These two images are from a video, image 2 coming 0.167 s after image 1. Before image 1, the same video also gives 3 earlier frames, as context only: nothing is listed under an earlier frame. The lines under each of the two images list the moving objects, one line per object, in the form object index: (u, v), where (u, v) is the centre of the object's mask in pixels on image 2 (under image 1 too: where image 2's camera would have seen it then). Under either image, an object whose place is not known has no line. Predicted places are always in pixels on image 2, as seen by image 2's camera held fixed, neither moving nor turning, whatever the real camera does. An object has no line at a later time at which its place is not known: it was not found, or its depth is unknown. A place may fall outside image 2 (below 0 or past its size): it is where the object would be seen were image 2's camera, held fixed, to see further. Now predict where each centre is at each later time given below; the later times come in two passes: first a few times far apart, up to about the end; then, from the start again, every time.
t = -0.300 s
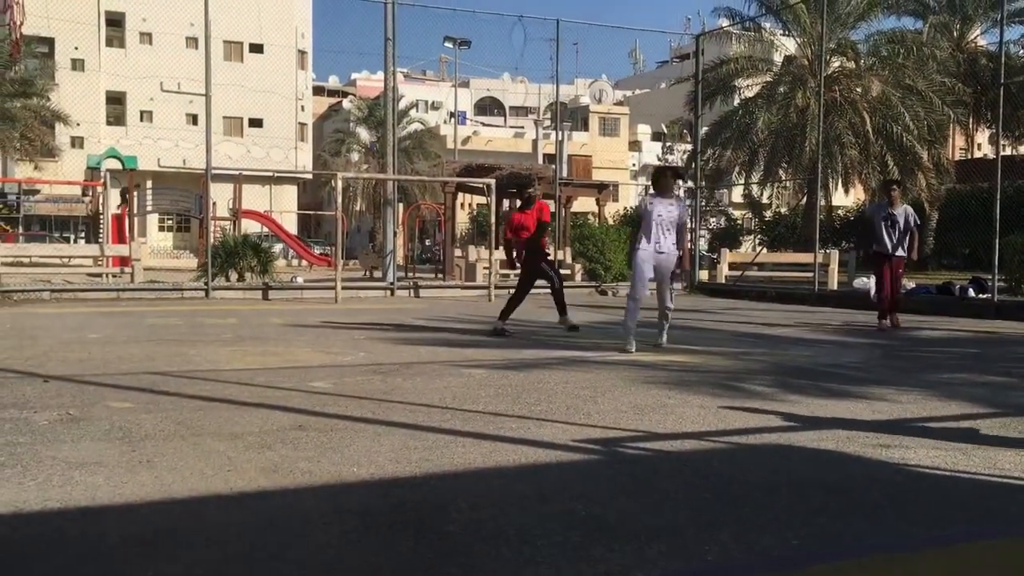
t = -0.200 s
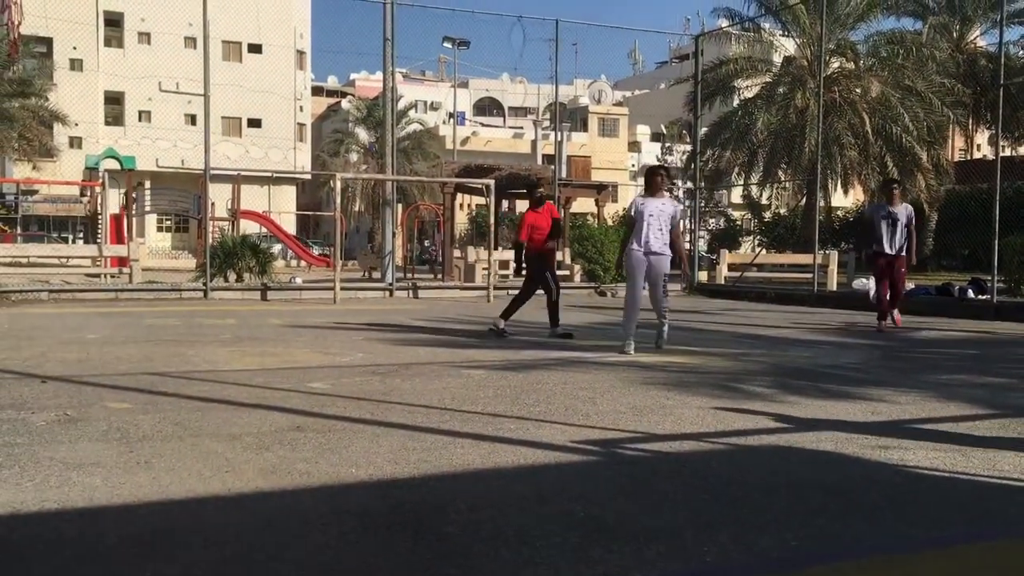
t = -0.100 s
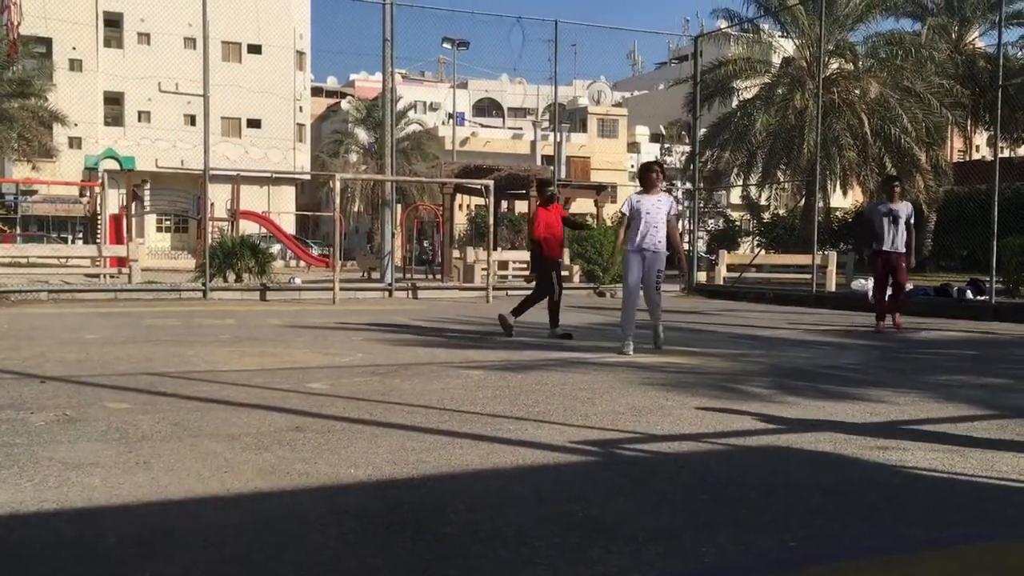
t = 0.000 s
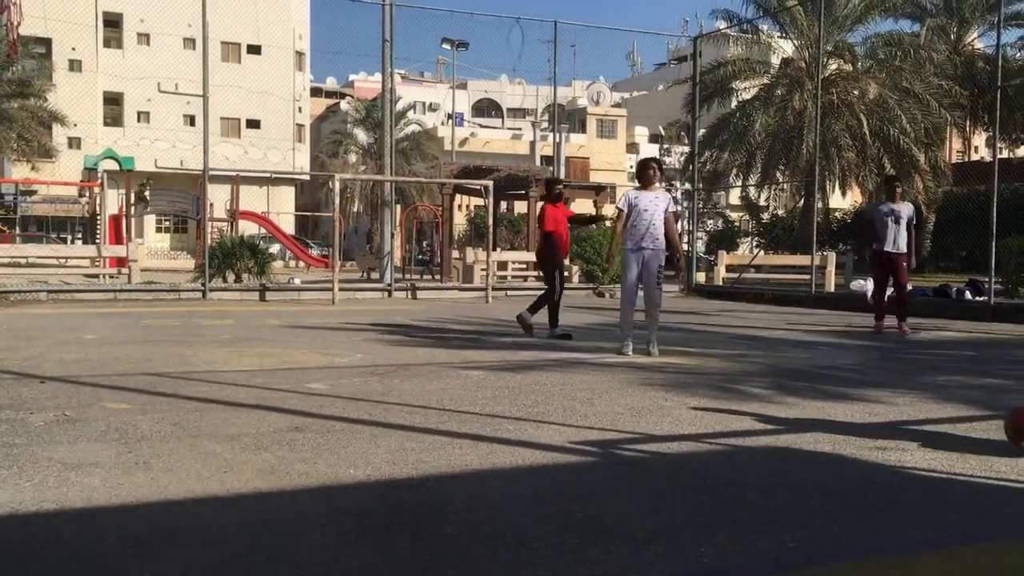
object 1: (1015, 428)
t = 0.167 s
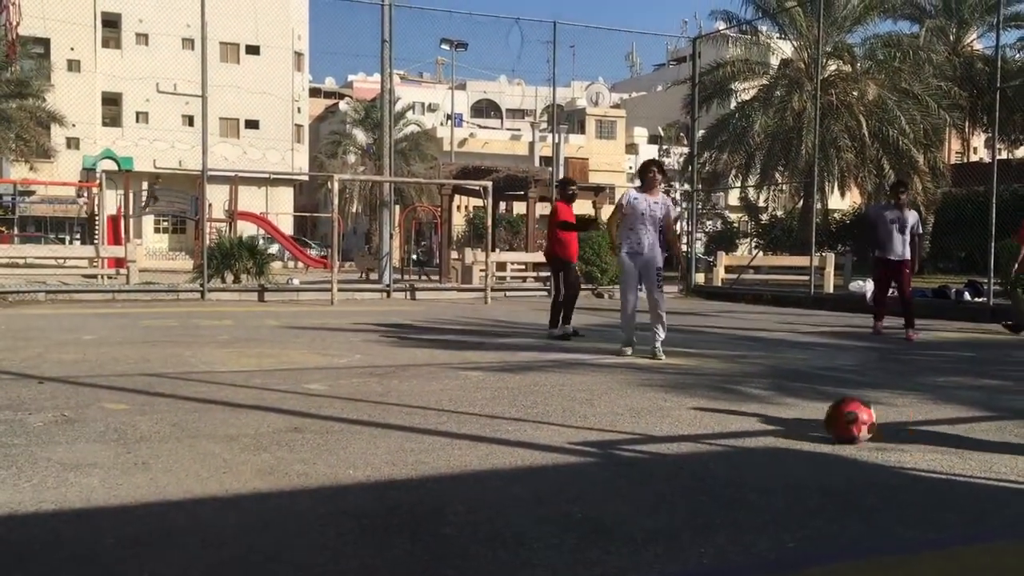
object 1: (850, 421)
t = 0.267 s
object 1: (762, 412)
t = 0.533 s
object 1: (557, 398)
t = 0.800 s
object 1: (389, 388)
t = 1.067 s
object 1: (243, 377)
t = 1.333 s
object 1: (118, 368)
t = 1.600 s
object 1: (15, 361)
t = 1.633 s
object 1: (9, 363)
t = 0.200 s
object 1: (821, 416)
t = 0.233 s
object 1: (791, 412)
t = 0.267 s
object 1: (762, 412)
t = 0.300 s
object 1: (735, 412)
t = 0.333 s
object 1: (708, 408)
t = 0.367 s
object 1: (681, 405)
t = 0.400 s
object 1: (656, 406)
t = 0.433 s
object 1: (630, 404)
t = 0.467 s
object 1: (604, 402)
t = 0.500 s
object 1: (581, 401)
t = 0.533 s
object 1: (557, 398)
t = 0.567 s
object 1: (534, 398)
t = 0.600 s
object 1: (513, 395)
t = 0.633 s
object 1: (491, 392)
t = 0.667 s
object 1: (470, 392)
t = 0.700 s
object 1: (449, 392)
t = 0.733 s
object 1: (429, 388)
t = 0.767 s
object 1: (409, 387)
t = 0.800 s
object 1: (389, 388)
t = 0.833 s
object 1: (370, 386)
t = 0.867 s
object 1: (351, 384)
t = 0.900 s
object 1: (332, 384)
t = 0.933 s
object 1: (314, 383)
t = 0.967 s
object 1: (296, 381)
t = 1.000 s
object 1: (278, 380)
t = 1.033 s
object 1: (261, 379)
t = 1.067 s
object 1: (243, 377)
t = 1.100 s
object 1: (227, 376)
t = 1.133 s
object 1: (210, 377)
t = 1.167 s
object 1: (194, 375)
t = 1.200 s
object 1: (178, 373)
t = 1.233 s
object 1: (162, 372)
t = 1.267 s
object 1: (147, 373)
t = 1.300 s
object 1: (132, 370)
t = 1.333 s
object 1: (118, 368)
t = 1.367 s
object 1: (103, 368)
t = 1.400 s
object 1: (89, 369)
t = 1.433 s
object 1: (75, 366)
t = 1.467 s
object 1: (62, 366)
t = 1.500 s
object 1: (48, 367)
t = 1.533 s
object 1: (36, 364)
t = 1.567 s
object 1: (23, 362)
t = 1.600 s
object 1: (15, 361)
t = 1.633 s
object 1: (9, 363)
